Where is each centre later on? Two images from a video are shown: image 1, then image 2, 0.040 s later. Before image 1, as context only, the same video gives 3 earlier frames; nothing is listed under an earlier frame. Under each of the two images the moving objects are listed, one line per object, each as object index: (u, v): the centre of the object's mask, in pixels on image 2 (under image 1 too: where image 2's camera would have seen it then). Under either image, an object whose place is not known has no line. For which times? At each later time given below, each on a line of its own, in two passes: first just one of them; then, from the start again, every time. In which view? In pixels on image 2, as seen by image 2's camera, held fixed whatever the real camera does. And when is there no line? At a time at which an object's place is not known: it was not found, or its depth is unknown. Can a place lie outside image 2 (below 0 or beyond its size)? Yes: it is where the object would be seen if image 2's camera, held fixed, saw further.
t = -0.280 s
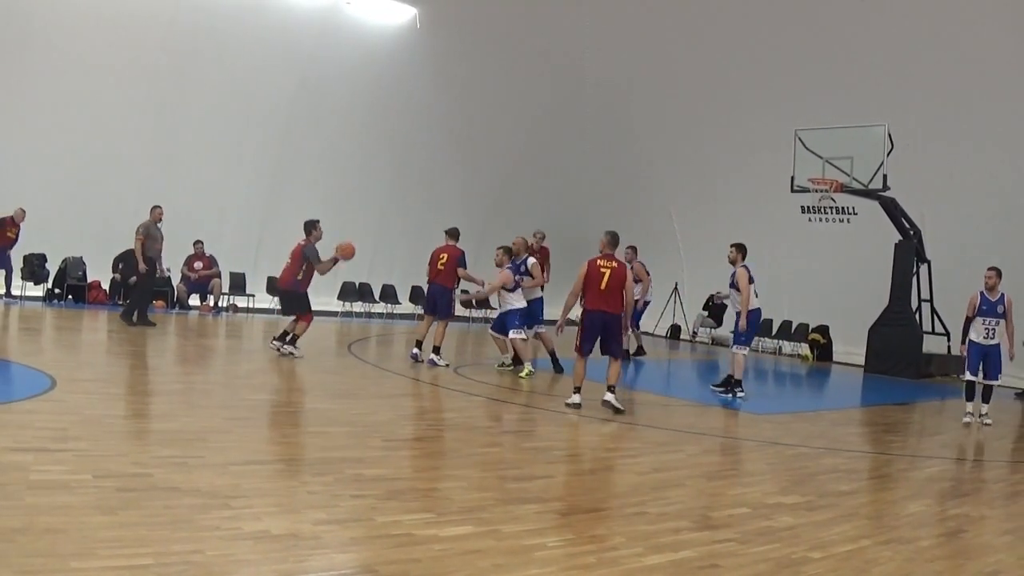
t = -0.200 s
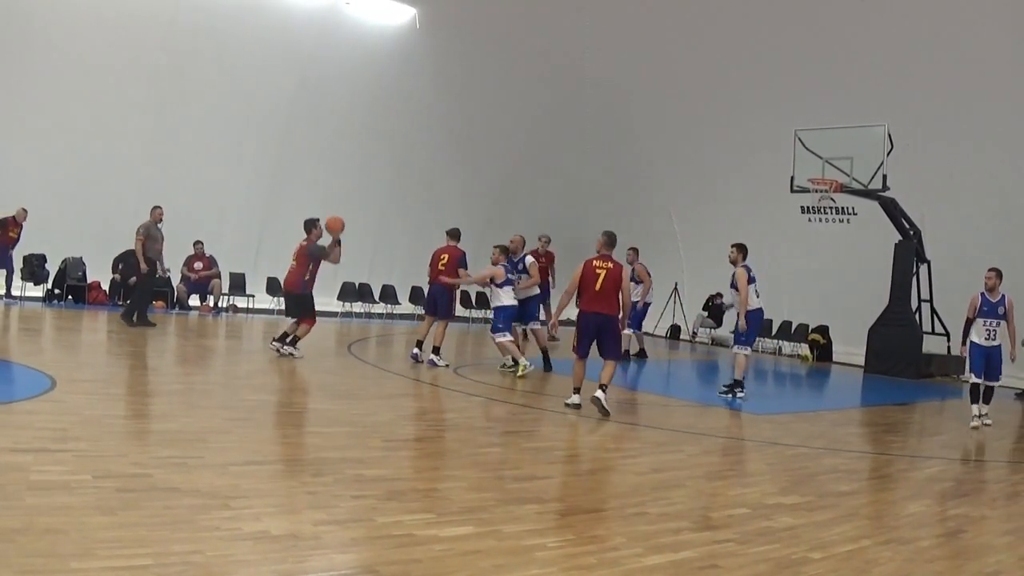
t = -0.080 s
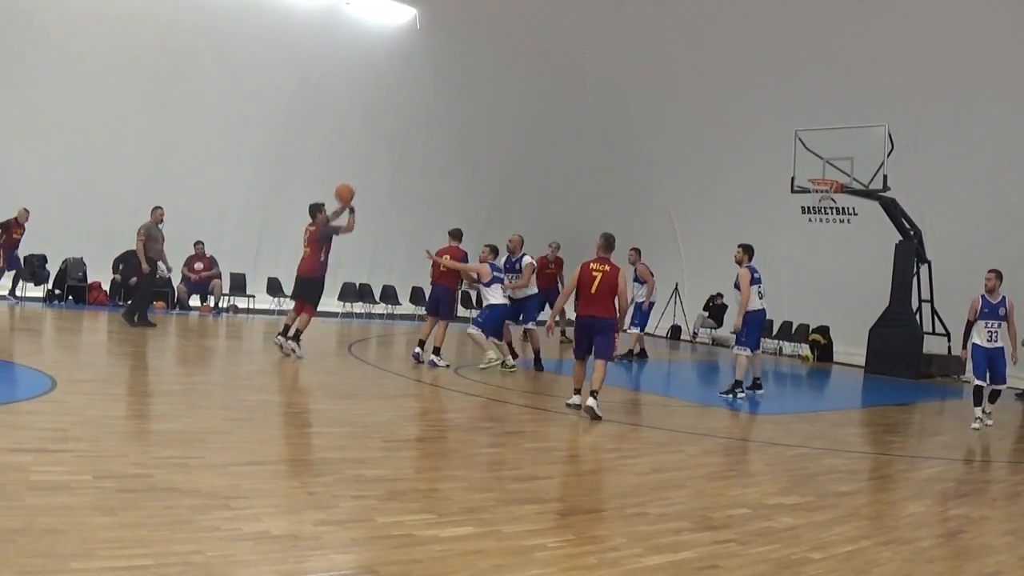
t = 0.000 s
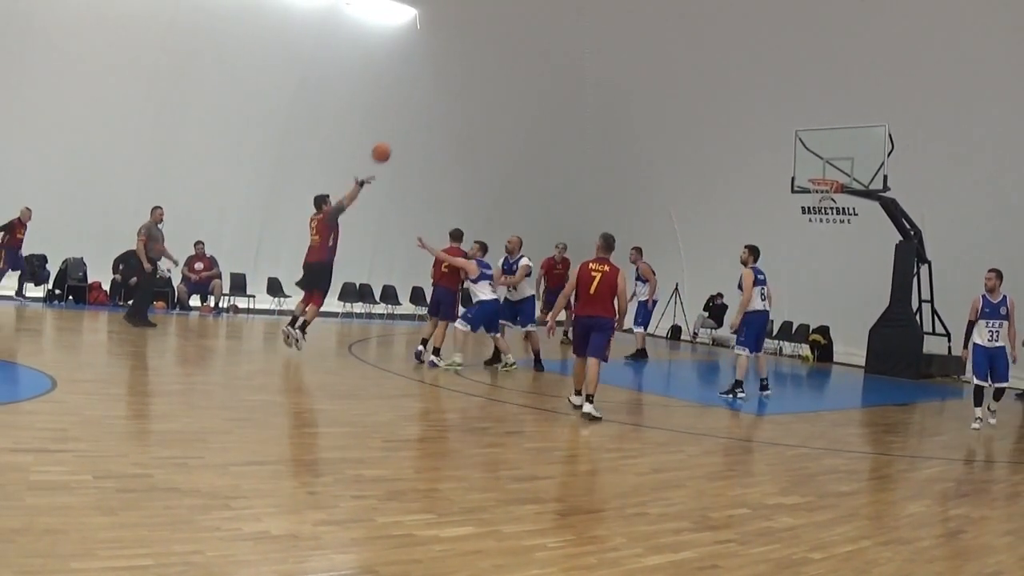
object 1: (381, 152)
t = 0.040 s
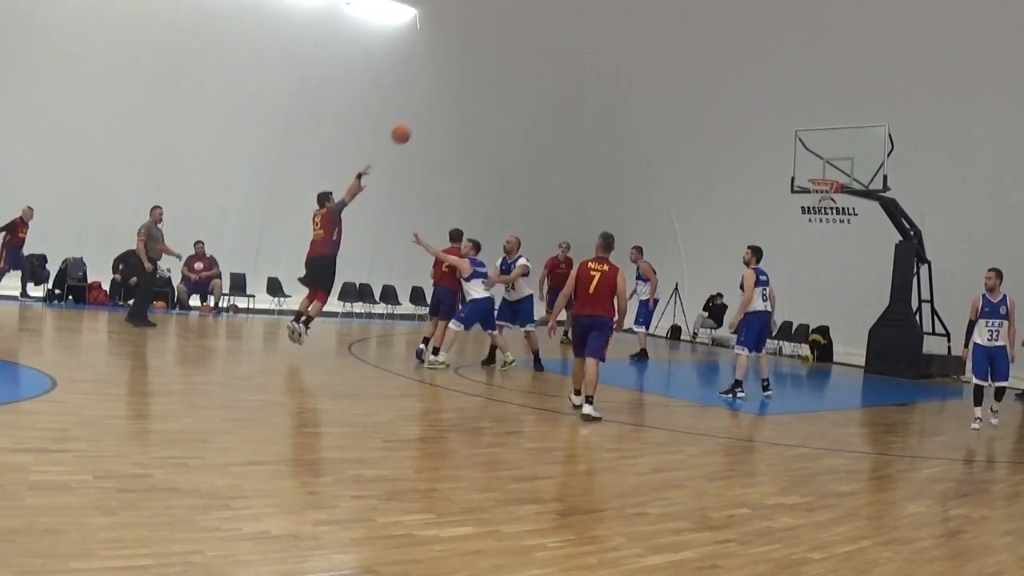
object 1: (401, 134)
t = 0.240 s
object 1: (485, 63)
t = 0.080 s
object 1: (420, 117)
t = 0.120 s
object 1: (439, 100)
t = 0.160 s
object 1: (455, 86)
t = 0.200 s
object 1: (470, 74)
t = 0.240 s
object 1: (485, 63)
